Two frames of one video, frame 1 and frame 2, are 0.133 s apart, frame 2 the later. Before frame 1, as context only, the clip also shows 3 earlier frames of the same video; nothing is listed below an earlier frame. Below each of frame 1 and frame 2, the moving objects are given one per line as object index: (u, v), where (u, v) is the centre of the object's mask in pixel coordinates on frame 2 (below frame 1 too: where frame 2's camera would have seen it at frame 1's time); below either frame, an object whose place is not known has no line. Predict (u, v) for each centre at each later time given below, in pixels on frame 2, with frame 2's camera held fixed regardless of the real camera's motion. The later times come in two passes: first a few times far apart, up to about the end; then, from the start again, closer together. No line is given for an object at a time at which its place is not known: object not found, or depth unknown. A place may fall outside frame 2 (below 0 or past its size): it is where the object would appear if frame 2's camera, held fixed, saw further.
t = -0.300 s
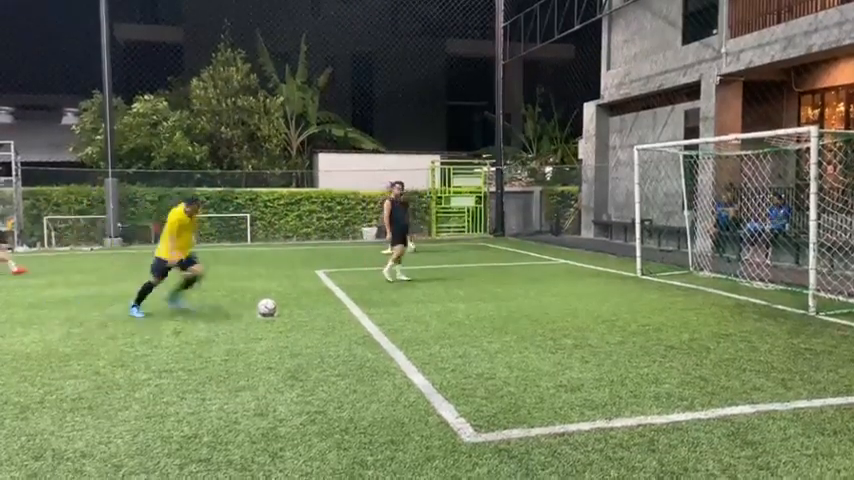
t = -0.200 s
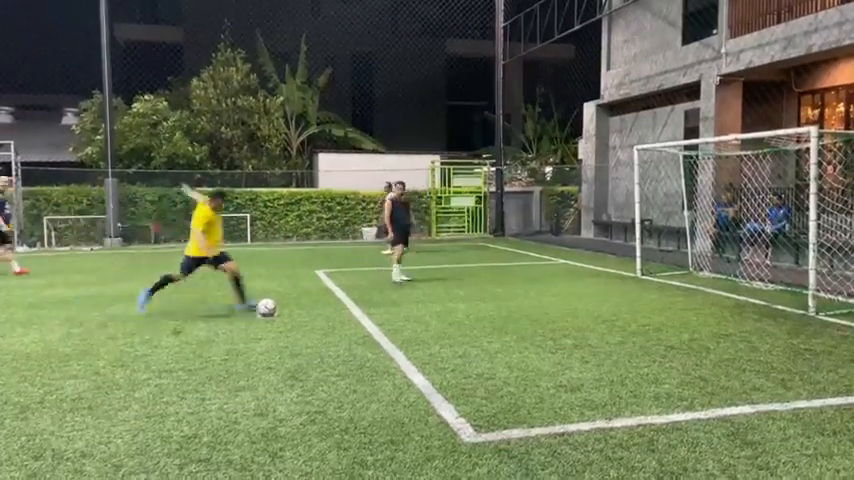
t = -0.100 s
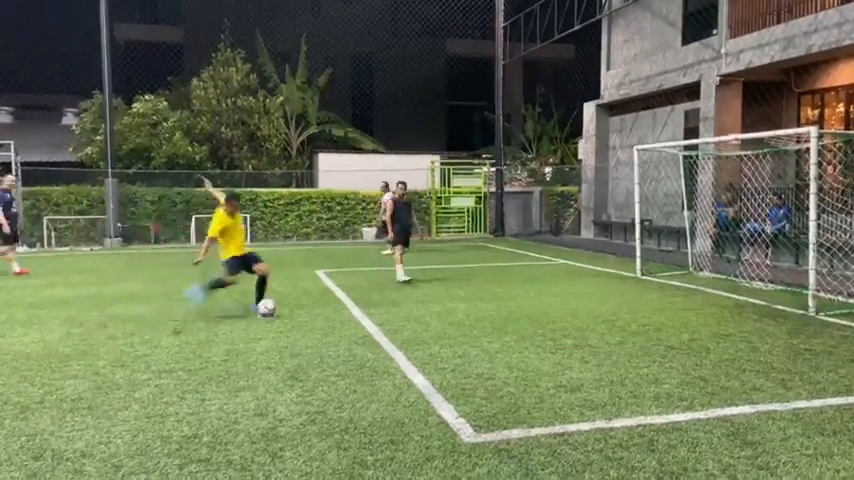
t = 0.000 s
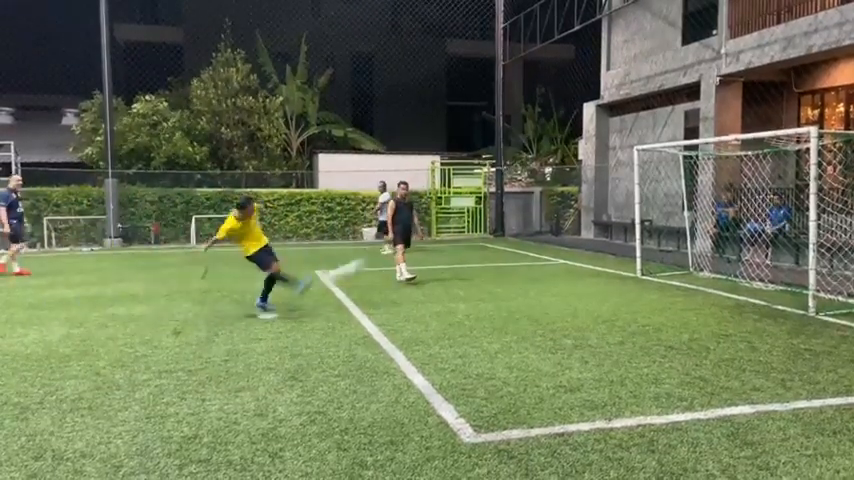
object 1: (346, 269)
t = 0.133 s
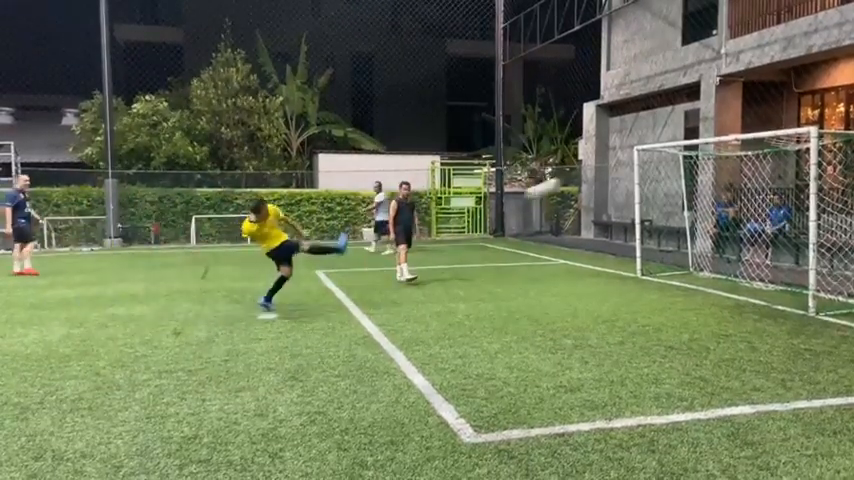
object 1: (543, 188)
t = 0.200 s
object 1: (624, 156)
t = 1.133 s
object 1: (761, 145)
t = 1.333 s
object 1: (775, 152)
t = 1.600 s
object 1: (798, 152)
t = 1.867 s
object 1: (802, 148)
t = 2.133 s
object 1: (794, 152)
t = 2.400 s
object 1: (780, 152)
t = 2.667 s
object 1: (776, 151)
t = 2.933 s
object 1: (773, 151)
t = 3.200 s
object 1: (774, 151)
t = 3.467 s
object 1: (774, 151)
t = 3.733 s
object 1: (774, 152)
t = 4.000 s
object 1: (774, 152)
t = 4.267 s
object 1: (774, 152)
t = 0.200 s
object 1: (624, 156)
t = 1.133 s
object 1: (761, 145)
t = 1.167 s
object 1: (761, 150)
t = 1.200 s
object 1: (762, 151)
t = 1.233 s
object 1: (765, 151)
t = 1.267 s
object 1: (769, 152)
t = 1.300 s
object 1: (771, 152)
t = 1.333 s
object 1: (775, 152)
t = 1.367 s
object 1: (779, 152)
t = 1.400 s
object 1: (783, 152)
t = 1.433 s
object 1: (785, 151)
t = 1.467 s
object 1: (787, 151)
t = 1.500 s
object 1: (791, 152)
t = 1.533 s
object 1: (793, 152)
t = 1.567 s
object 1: (796, 152)
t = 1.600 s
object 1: (798, 152)
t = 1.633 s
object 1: (800, 151)
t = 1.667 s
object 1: (801, 150)
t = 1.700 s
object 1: (801, 150)
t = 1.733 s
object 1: (802, 149)
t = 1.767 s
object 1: (802, 148)
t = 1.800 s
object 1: (802, 148)
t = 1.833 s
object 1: (802, 148)
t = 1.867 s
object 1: (802, 148)
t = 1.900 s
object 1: (802, 148)
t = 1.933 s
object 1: (802, 149)
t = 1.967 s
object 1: (801, 149)
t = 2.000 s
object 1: (800, 150)
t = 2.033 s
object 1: (799, 151)
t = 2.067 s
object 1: (799, 151)
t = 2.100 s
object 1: (798, 152)
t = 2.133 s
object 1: (794, 152)
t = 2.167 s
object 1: (793, 153)
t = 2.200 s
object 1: (791, 152)
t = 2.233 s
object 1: (789, 152)
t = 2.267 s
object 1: (788, 152)
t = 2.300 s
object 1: (786, 152)
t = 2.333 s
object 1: (784, 152)
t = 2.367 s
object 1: (783, 151)
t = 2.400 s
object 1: (780, 152)
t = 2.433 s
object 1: (779, 151)
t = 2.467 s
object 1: (779, 151)
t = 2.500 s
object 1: (778, 151)
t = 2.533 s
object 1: (777, 151)
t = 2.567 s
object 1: (777, 151)
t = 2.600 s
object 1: (777, 151)
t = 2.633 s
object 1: (777, 151)
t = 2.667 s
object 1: (776, 151)
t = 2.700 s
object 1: (775, 151)
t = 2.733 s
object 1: (774, 151)
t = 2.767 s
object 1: (774, 150)
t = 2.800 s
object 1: (774, 150)
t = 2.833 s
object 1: (774, 150)
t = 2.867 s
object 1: (774, 151)
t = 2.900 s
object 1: (774, 151)
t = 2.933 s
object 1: (773, 151)
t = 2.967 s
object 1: (774, 151)
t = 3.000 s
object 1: (774, 151)
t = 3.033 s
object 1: (774, 151)
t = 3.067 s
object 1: (774, 151)
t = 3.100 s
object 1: (774, 151)
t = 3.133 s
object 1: (774, 151)
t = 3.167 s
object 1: (774, 151)
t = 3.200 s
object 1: (774, 151)
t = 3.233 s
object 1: (774, 151)
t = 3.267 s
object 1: (774, 151)
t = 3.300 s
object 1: (775, 151)
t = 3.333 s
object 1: (774, 151)
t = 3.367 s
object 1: (774, 151)
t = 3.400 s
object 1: (774, 151)
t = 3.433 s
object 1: (774, 151)
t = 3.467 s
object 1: (774, 151)
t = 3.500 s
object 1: (774, 151)
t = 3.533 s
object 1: (774, 151)
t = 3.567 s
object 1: (775, 151)
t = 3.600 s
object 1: (774, 151)
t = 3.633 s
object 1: (774, 152)
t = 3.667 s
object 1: (774, 151)
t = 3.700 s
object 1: (774, 152)
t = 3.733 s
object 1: (774, 152)
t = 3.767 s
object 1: (774, 151)
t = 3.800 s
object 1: (774, 151)
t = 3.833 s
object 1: (774, 152)
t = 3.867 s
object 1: (774, 151)
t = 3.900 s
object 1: (774, 152)
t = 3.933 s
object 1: (774, 151)
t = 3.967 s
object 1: (774, 152)
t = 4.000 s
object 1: (774, 152)
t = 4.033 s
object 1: (774, 152)
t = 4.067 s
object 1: (774, 152)
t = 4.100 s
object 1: (774, 152)
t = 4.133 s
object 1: (774, 152)
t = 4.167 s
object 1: (774, 152)
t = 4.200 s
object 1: (774, 152)
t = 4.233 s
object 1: (774, 152)
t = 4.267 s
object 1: (774, 152)
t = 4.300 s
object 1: (774, 152)
